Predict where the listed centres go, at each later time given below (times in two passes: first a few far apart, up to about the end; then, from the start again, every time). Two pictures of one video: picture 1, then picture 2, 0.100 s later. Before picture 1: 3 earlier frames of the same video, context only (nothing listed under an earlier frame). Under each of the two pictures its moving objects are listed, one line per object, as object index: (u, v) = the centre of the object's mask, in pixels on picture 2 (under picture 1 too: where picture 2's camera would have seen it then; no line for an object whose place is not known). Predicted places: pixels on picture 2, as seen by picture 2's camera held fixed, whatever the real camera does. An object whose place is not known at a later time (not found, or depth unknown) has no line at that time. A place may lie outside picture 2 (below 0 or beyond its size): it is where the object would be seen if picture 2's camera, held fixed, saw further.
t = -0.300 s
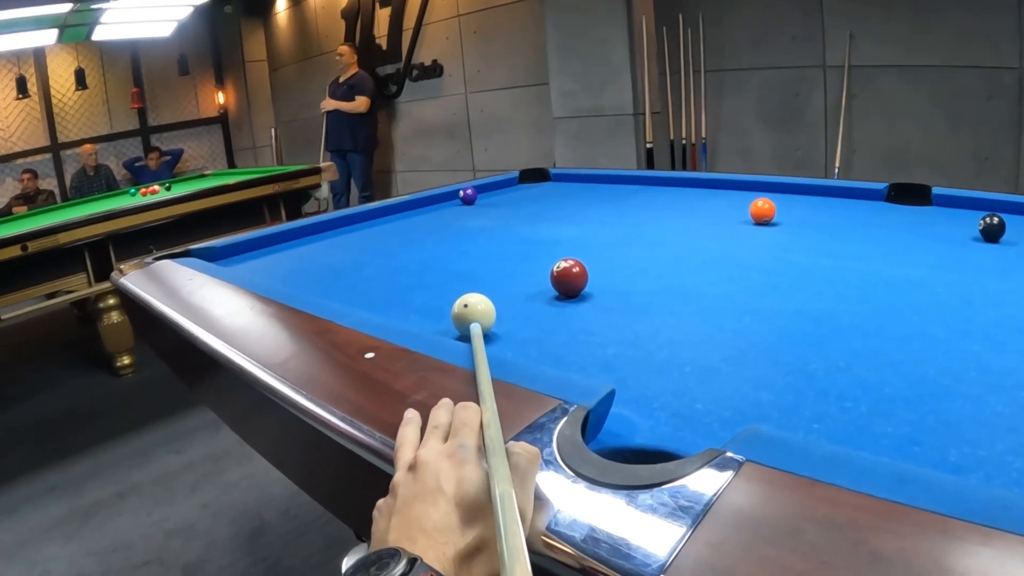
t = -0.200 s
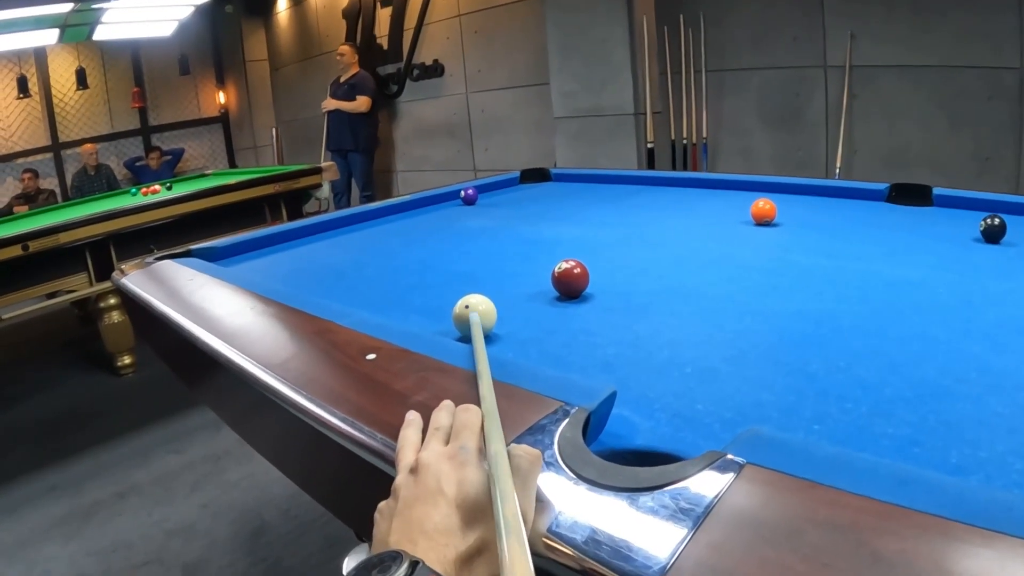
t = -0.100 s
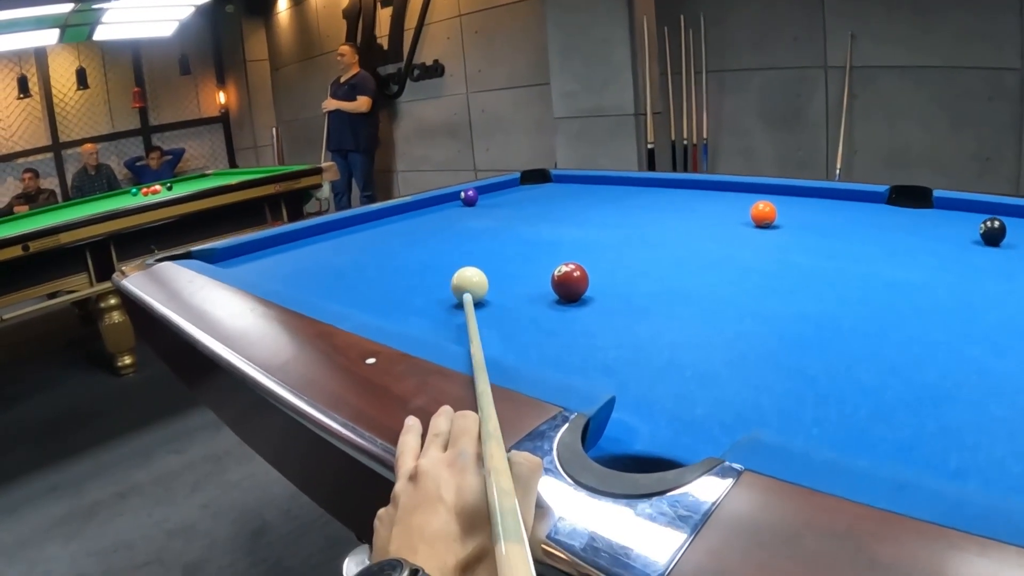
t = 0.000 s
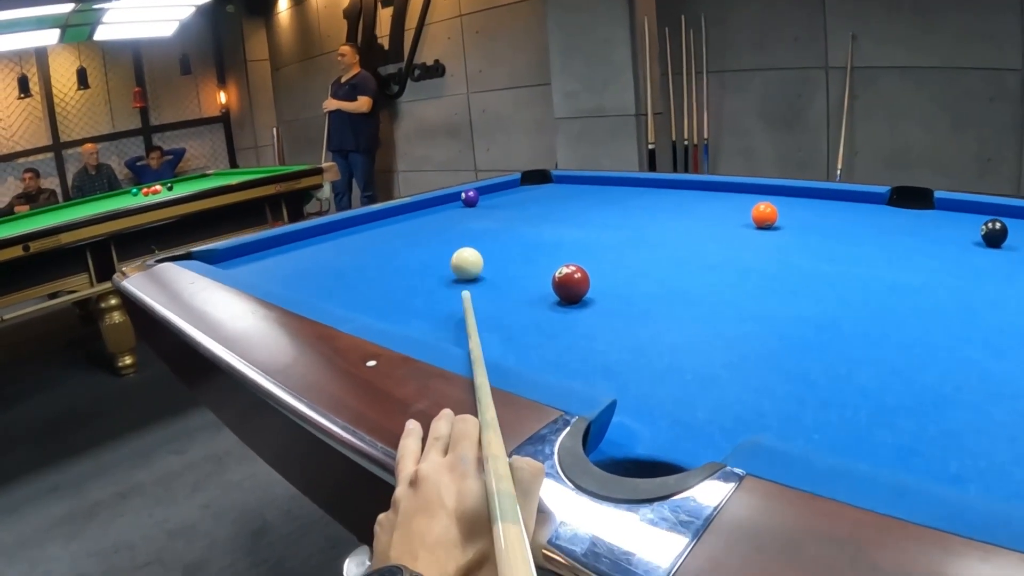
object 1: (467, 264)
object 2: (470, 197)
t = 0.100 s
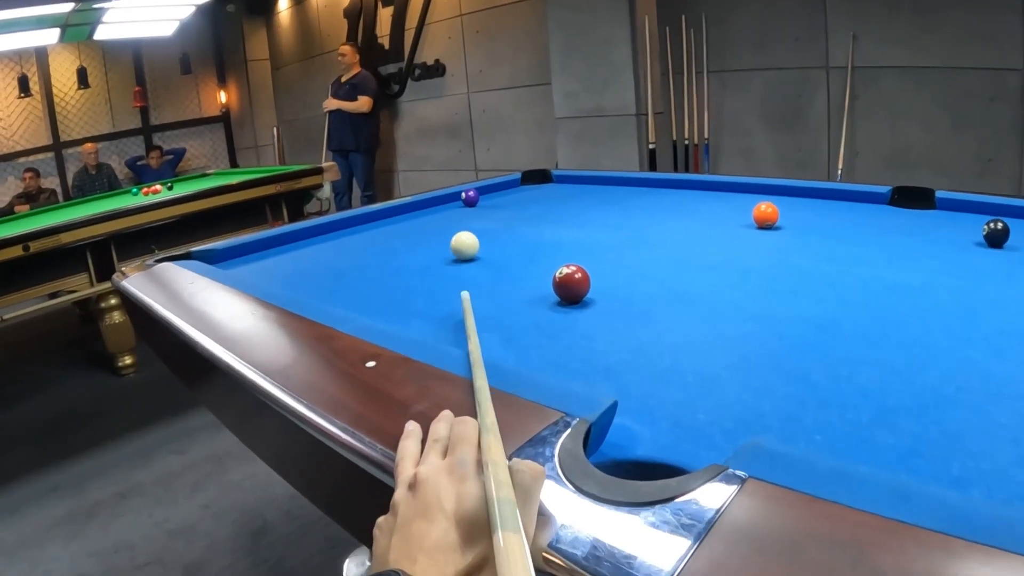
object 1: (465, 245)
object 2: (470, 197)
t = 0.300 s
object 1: (461, 220)
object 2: (470, 197)
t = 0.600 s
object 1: (444, 201)
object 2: (481, 194)
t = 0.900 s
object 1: (467, 201)
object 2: (515, 184)
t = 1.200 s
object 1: (505, 204)
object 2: (542, 176)
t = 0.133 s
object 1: (464, 241)
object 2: (470, 197)
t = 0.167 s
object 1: (463, 236)
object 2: (470, 197)
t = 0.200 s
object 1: (463, 232)
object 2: (470, 197)
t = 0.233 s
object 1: (462, 228)
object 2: (470, 197)
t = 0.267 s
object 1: (461, 224)
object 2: (470, 197)
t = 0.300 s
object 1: (461, 220)
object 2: (470, 197)
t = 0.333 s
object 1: (460, 217)
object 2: (470, 198)
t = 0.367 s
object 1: (460, 214)
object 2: (470, 197)
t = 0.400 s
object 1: (459, 211)
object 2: (471, 197)
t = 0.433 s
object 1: (459, 209)
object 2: (471, 197)
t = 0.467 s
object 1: (458, 206)
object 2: (471, 197)
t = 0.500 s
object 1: (458, 203)
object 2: (472, 197)
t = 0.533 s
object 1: (458, 201)
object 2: (472, 197)
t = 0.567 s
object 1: (451, 201)
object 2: (476, 196)
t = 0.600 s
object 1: (444, 201)
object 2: (481, 194)
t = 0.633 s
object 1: (439, 200)
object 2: (486, 193)
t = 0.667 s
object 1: (439, 200)
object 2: (490, 192)
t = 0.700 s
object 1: (444, 200)
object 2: (494, 190)
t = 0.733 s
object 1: (448, 200)
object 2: (498, 189)
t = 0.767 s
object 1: (451, 200)
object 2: (501, 188)
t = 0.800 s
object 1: (455, 200)
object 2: (505, 187)
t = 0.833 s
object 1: (460, 201)
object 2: (508, 186)
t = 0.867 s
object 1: (463, 201)
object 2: (512, 185)
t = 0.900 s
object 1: (467, 201)
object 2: (515, 184)
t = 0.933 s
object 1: (472, 201)
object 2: (519, 183)
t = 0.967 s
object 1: (475, 202)
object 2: (522, 182)
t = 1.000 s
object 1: (480, 202)
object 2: (525, 181)
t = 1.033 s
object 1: (484, 202)
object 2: (528, 180)
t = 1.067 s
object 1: (488, 203)
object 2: (530, 180)
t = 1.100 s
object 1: (492, 203)
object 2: (533, 179)
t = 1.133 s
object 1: (497, 203)
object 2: (536, 178)
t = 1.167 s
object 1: (501, 203)
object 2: (539, 177)
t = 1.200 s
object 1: (505, 204)
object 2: (542, 176)
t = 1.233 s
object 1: (510, 204)
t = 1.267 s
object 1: (514, 204)
